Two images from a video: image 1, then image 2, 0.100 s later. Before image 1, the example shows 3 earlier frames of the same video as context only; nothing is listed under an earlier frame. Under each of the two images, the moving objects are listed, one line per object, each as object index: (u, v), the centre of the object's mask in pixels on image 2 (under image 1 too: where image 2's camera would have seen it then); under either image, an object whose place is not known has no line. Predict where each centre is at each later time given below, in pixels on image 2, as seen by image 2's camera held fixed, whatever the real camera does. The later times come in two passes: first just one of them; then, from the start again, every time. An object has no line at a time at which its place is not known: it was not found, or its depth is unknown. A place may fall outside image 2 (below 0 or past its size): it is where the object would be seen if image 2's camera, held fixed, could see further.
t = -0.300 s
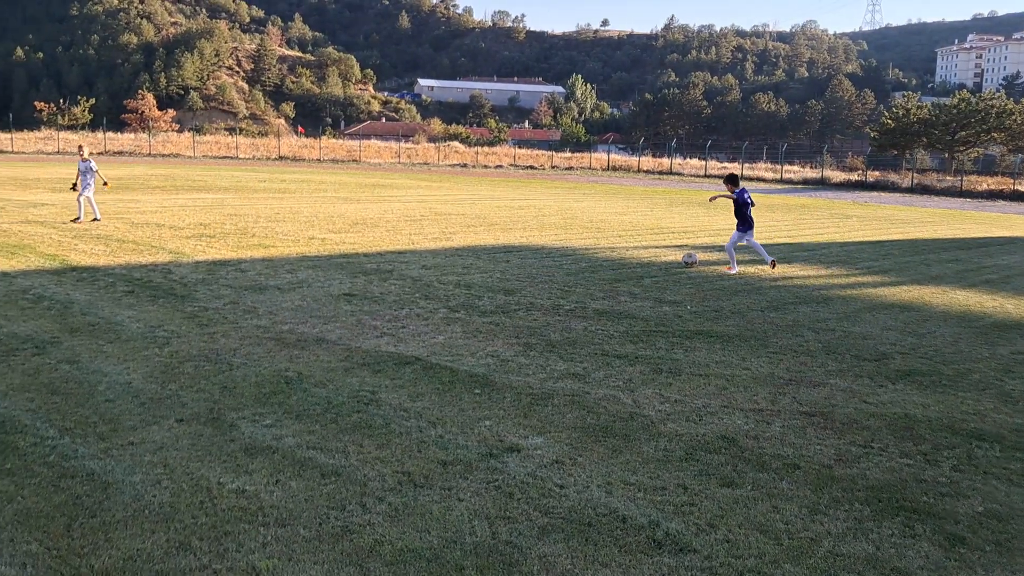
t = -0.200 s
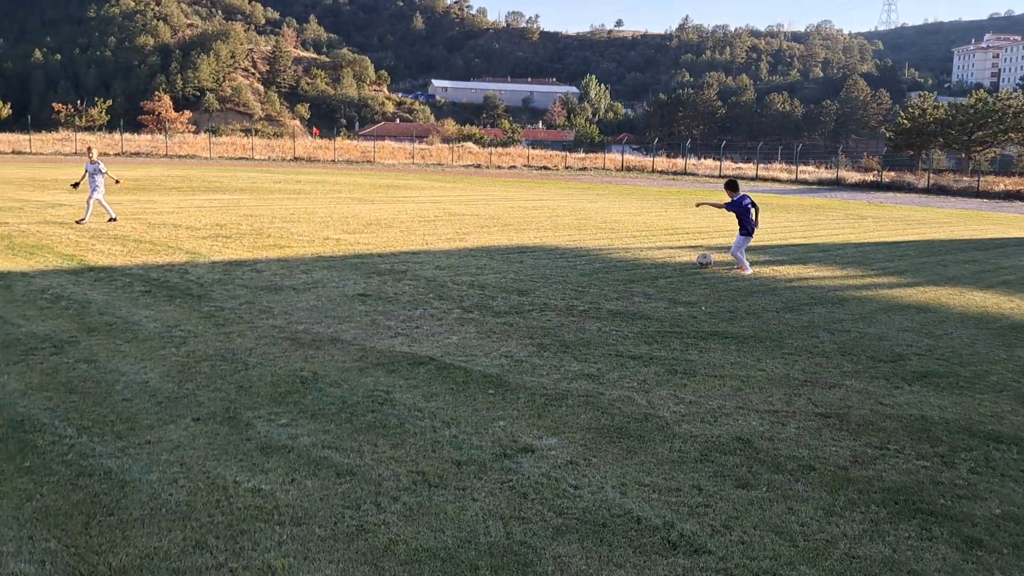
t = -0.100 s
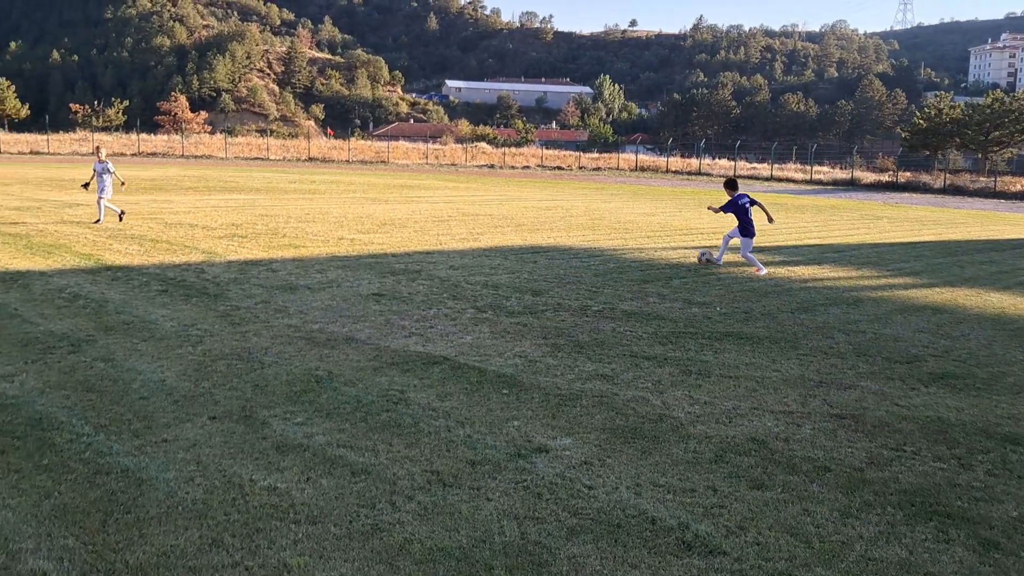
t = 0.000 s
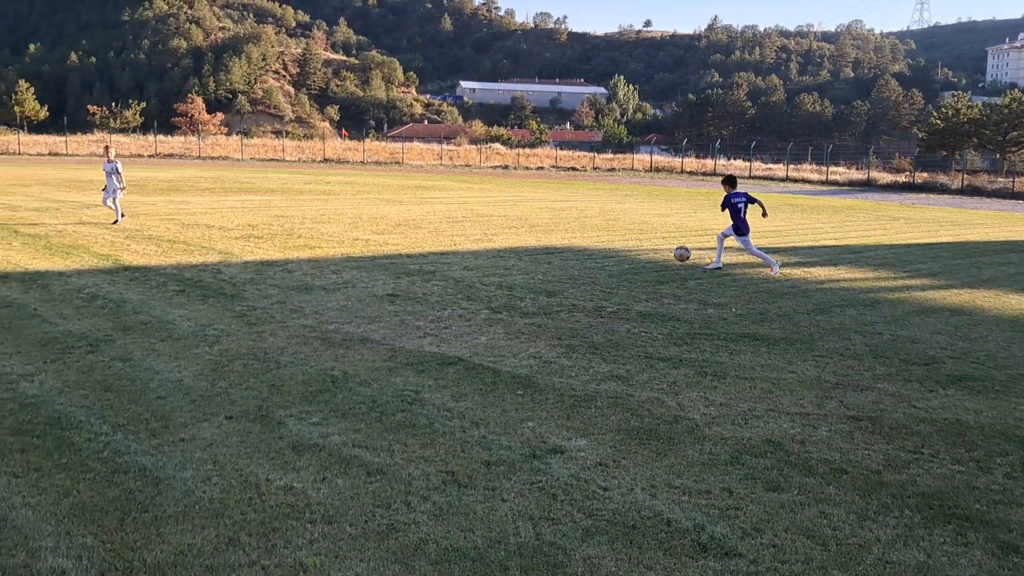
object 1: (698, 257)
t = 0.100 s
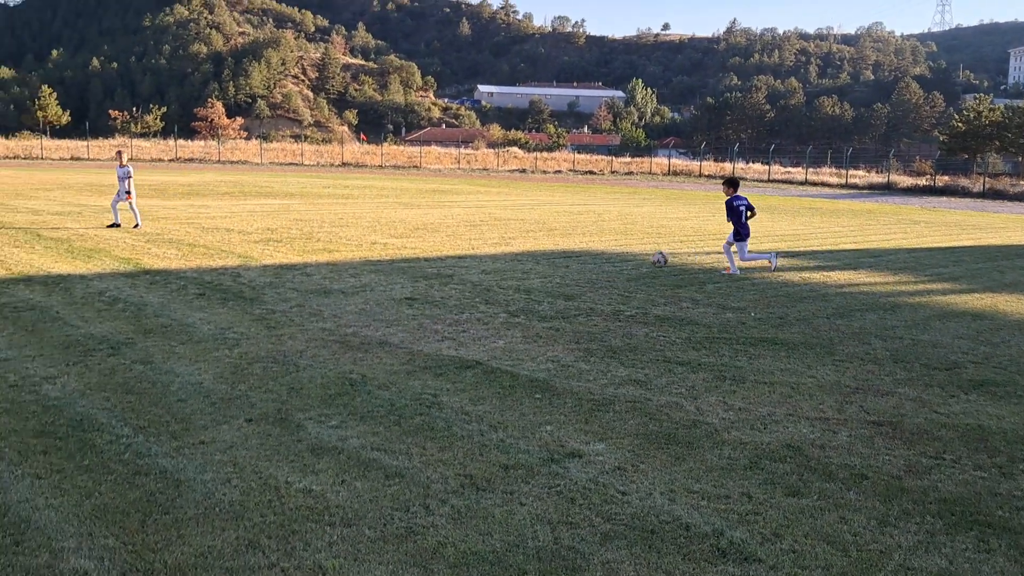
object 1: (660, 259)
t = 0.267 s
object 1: (595, 272)
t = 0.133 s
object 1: (645, 261)
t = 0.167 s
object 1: (631, 264)
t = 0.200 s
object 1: (618, 270)
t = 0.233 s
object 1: (604, 274)
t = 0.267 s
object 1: (595, 272)
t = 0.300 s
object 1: (587, 271)
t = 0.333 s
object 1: (578, 270)
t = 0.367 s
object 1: (570, 270)
